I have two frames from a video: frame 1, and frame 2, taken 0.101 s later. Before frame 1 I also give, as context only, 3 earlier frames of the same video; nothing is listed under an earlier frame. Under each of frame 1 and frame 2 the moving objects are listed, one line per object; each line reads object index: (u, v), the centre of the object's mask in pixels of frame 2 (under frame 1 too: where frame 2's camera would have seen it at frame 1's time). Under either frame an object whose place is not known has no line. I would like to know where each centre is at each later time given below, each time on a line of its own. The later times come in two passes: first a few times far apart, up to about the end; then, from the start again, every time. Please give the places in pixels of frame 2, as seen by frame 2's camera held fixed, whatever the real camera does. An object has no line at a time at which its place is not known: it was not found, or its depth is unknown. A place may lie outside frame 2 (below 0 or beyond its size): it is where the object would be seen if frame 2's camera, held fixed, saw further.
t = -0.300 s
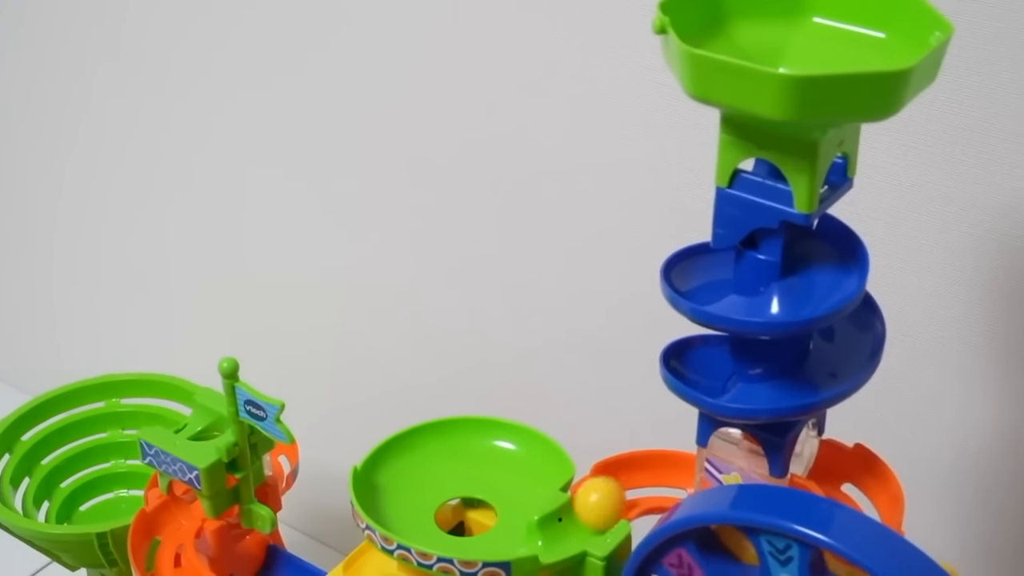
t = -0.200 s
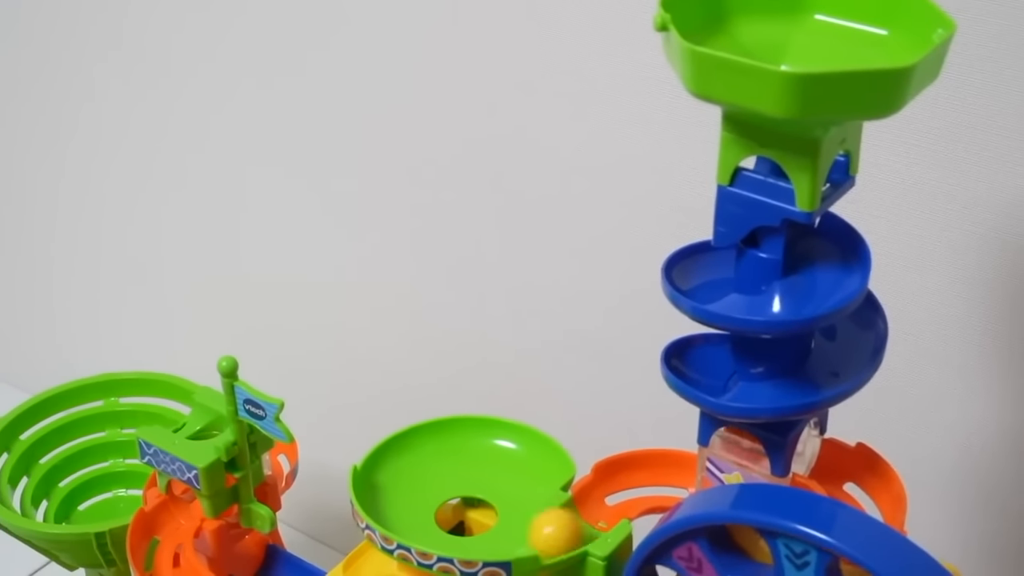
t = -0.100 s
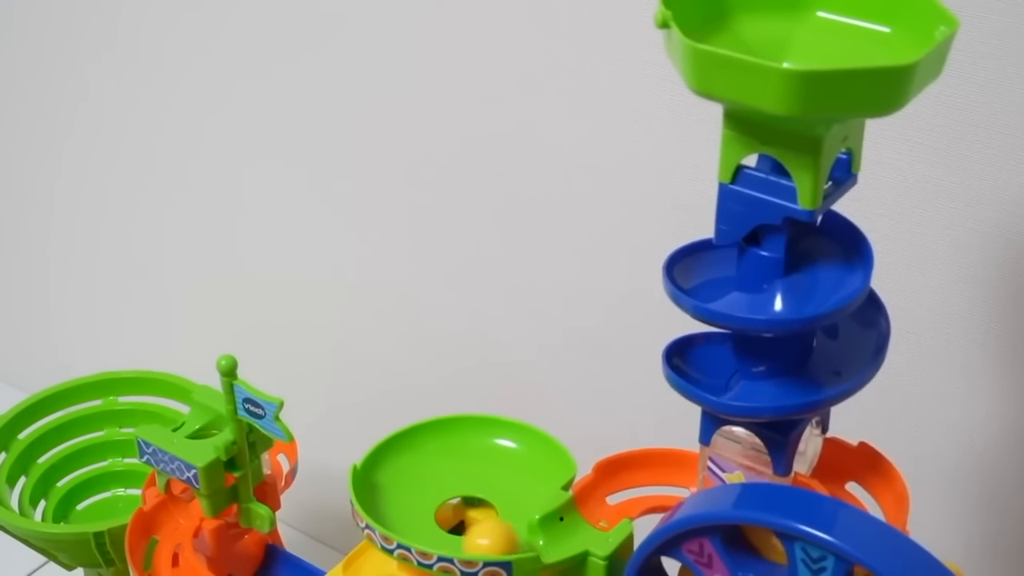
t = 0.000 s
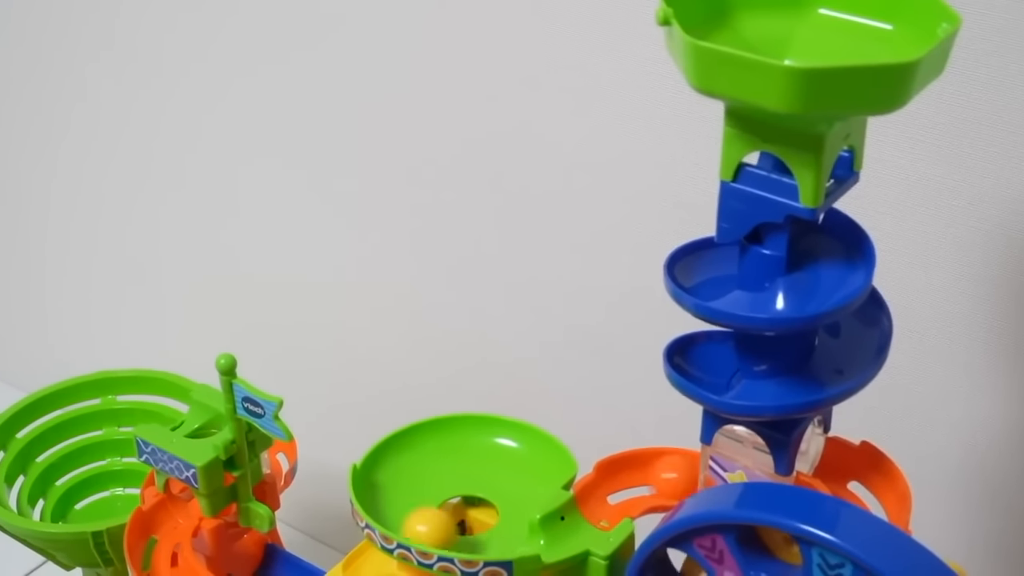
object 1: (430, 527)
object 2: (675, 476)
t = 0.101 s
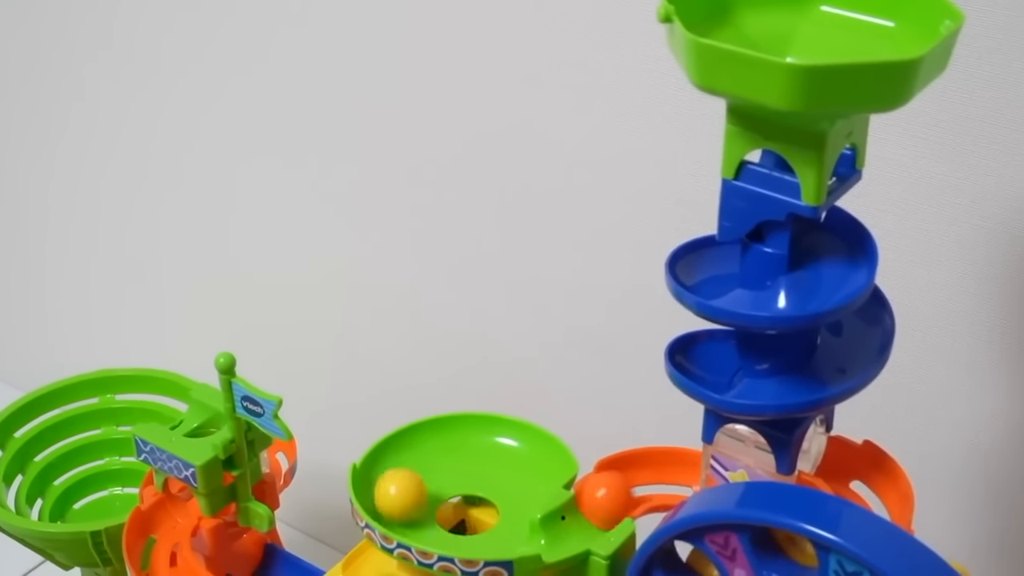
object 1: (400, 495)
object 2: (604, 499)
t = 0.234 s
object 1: (432, 438)
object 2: (542, 536)
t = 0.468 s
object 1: (523, 487)
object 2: (407, 514)
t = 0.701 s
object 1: (423, 517)
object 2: (460, 436)
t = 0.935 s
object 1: (432, 484)
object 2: (507, 496)
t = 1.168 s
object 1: (515, 458)
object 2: (410, 514)
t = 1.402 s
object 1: (485, 508)
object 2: (444, 479)
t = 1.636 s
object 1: (417, 517)
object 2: (517, 458)
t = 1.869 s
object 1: (456, 466)
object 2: (468, 510)
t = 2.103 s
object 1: (505, 463)
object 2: (398, 492)
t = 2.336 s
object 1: (469, 518)
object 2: (481, 478)
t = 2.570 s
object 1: (425, 514)
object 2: (476, 529)
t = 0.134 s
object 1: (401, 478)
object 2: (593, 512)
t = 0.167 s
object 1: (406, 462)
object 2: (579, 522)
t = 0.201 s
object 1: (417, 447)
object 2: (560, 531)
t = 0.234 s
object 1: (432, 438)
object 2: (542, 536)
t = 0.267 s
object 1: (450, 435)
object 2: (521, 537)
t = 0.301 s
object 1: (469, 437)
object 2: (497, 538)
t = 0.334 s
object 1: (488, 444)
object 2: (474, 537)
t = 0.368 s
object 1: (506, 455)
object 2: (452, 533)
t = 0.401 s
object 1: (521, 468)
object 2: (434, 529)
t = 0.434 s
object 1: (530, 479)
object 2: (418, 522)
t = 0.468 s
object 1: (523, 487)
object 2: (407, 514)
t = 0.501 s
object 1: (511, 495)
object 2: (400, 501)
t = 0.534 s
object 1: (498, 503)
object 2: (399, 484)
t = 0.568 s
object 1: (484, 509)
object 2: (403, 467)
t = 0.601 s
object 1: (468, 513)
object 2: (411, 453)
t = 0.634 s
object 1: (453, 516)
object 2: (425, 442)
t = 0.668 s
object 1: (437, 518)
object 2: (441, 436)
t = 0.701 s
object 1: (423, 517)
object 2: (460, 436)
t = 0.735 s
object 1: (411, 514)
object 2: (479, 441)
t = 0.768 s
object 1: (404, 511)
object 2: (499, 450)
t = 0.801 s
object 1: (401, 507)
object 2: (515, 462)
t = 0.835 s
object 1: (404, 503)
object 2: (529, 473)
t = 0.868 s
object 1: (411, 498)
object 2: (533, 480)
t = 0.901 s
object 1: (421, 492)
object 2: (521, 489)
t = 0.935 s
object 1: (432, 484)
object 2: (507, 496)
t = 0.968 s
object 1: (444, 478)
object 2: (494, 503)
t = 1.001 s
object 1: (455, 470)
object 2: (479, 509)
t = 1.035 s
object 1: (471, 466)
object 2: (464, 513)
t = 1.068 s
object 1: (484, 464)
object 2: (449, 516)
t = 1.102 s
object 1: (497, 460)
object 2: (434, 518)
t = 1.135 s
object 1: (507, 457)
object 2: (420, 516)
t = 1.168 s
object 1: (515, 458)
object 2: (410, 514)
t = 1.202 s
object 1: (520, 461)
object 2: (404, 511)
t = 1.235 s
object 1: (521, 466)
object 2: (403, 509)
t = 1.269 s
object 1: (518, 474)
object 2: (405, 506)
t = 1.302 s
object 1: (513, 483)
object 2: (413, 500)
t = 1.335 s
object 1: (504, 492)
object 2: (422, 494)
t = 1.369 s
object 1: (495, 500)
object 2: (433, 486)
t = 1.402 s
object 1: (485, 508)
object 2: (444, 479)
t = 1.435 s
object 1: (473, 514)
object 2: (457, 471)
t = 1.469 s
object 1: (462, 519)
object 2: (472, 468)
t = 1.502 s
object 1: (448, 523)
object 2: (484, 464)
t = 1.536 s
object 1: (438, 524)
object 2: (496, 459)
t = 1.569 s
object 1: (428, 522)
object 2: (506, 457)
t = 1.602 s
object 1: (421, 520)
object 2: (513, 456)
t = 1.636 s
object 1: (417, 517)
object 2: (517, 458)
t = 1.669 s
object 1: (416, 514)
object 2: (517, 464)
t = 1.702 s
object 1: (419, 508)
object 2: (515, 471)
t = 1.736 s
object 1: (425, 501)
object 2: (509, 480)
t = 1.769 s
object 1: (430, 493)
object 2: (502, 488)
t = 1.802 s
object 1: (438, 484)
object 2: (494, 497)
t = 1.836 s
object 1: (445, 474)
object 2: (482, 505)
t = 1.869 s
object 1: (456, 466)
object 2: (468, 510)
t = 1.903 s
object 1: (467, 462)
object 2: (452, 509)
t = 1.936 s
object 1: (476, 457)
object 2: (438, 508)
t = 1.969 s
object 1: (485, 453)
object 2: (424, 506)
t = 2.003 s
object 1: (493, 451)
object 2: (411, 503)
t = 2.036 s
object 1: (499, 452)
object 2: (403, 498)
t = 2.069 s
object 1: (503, 456)
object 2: (398, 494)
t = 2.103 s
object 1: (505, 463)
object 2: (398, 492)
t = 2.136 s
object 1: (505, 471)
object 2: (403, 489)
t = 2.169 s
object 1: (503, 479)
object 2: (412, 486)
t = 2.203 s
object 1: (499, 488)
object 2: (424, 483)
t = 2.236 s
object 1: (494, 497)
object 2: (437, 481)
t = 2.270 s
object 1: (487, 506)
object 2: (449, 477)
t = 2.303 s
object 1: (478, 512)
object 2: (463, 474)
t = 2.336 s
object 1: (469, 518)
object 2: (481, 478)
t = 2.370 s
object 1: (460, 524)
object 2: (491, 490)
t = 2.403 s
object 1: (449, 526)
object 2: (492, 499)
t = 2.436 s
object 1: (440, 525)
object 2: (491, 508)
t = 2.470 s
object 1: (433, 524)
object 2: (488, 516)
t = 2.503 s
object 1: (429, 522)
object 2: (485, 523)
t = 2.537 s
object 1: (426, 519)
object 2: (481, 527)
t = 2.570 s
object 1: (425, 514)
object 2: (476, 529)
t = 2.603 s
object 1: (426, 506)
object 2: (471, 529)
